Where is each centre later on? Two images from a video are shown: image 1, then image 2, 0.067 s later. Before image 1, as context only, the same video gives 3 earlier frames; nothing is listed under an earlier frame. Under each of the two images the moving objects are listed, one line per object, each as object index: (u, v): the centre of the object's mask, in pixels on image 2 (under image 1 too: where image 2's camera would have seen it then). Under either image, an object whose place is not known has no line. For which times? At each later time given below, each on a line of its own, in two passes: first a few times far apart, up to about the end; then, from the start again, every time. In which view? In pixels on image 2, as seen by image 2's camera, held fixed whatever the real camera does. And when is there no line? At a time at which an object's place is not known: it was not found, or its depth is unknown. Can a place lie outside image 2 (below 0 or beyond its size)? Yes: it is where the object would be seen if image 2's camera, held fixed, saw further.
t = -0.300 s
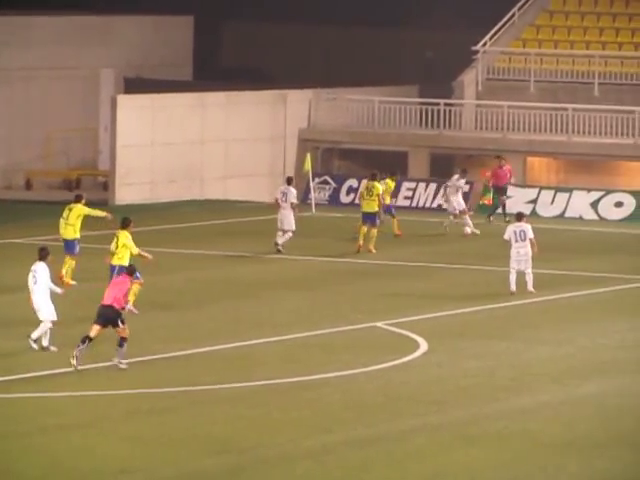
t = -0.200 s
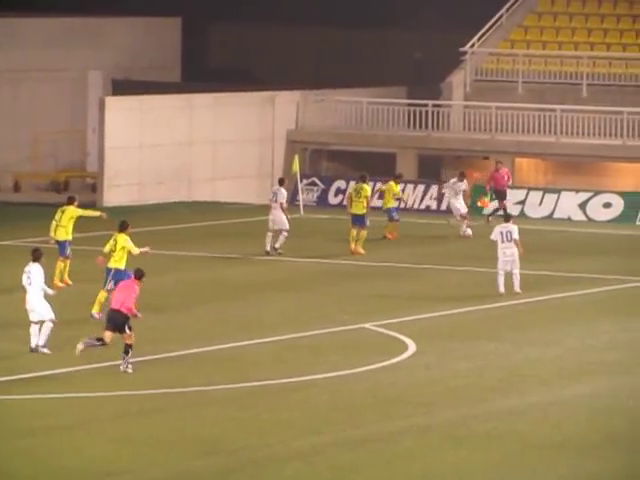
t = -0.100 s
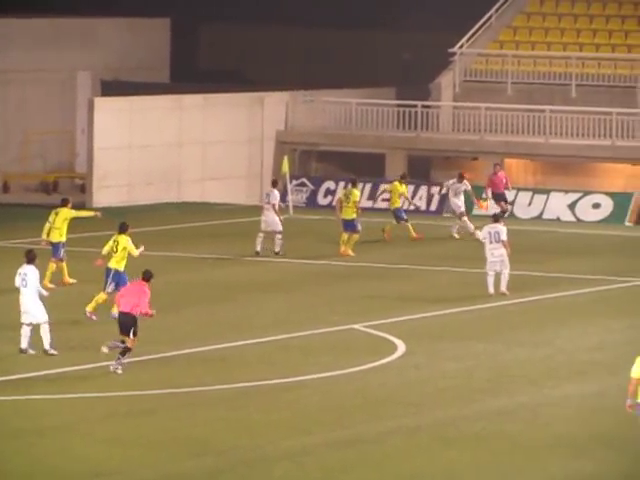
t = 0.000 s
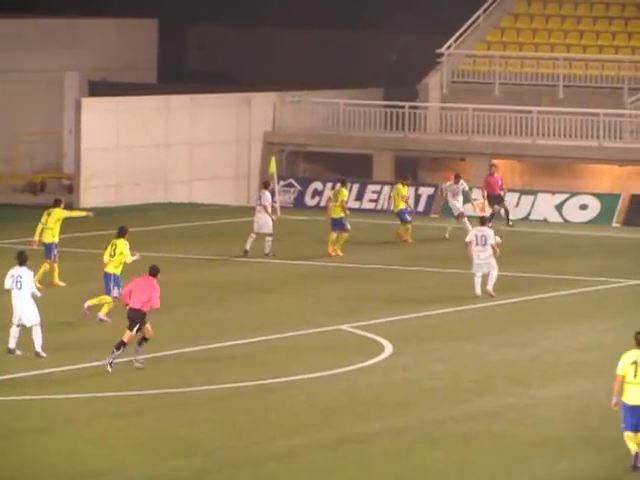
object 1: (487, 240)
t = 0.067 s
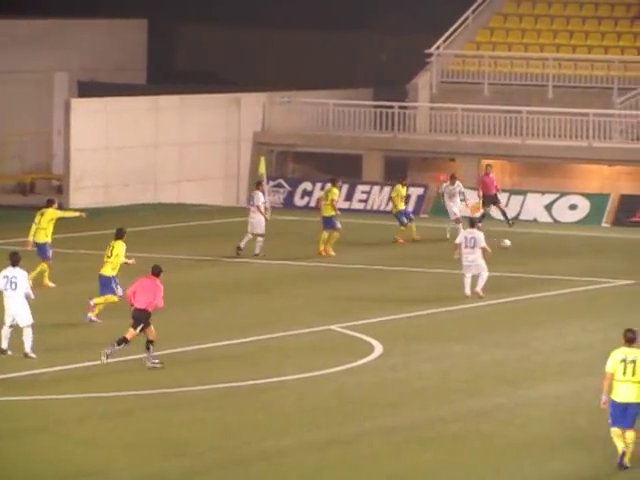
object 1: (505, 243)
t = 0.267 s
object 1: (563, 251)
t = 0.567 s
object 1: (640, 262)
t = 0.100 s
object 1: (516, 244)
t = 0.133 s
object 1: (525, 246)
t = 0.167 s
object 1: (535, 247)
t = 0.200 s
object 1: (544, 249)
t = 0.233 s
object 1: (553, 250)
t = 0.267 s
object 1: (563, 251)
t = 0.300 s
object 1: (572, 253)
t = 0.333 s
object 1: (581, 254)
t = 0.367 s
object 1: (589, 254)
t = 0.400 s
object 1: (598, 255)
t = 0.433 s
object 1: (606, 257)
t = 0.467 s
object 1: (615, 259)
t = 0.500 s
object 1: (623, 259)
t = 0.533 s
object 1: (632, 261)
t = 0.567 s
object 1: (640, 262)
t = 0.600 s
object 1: (648, 264)
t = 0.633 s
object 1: (656, 265)
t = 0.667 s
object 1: (663, 265)
